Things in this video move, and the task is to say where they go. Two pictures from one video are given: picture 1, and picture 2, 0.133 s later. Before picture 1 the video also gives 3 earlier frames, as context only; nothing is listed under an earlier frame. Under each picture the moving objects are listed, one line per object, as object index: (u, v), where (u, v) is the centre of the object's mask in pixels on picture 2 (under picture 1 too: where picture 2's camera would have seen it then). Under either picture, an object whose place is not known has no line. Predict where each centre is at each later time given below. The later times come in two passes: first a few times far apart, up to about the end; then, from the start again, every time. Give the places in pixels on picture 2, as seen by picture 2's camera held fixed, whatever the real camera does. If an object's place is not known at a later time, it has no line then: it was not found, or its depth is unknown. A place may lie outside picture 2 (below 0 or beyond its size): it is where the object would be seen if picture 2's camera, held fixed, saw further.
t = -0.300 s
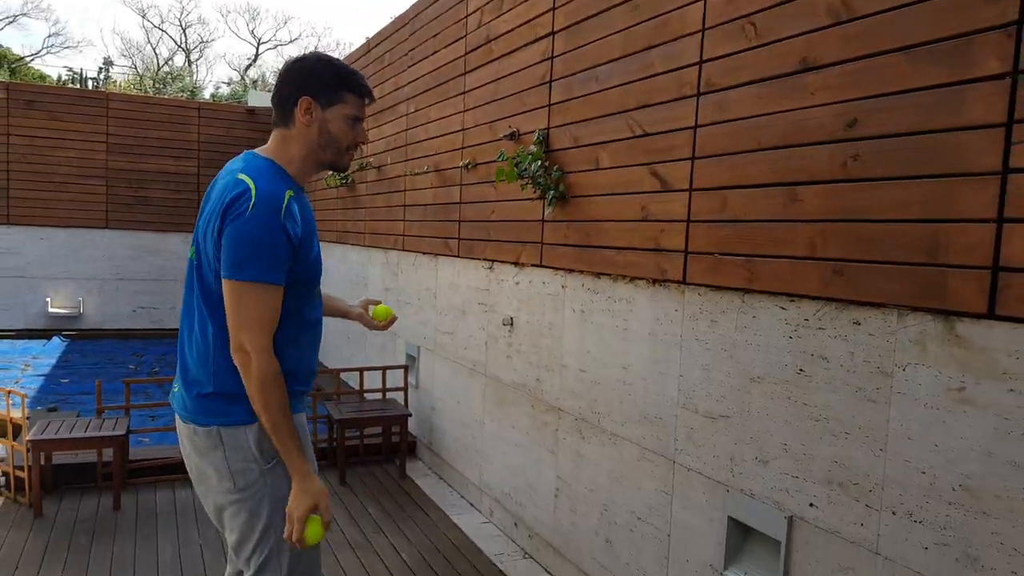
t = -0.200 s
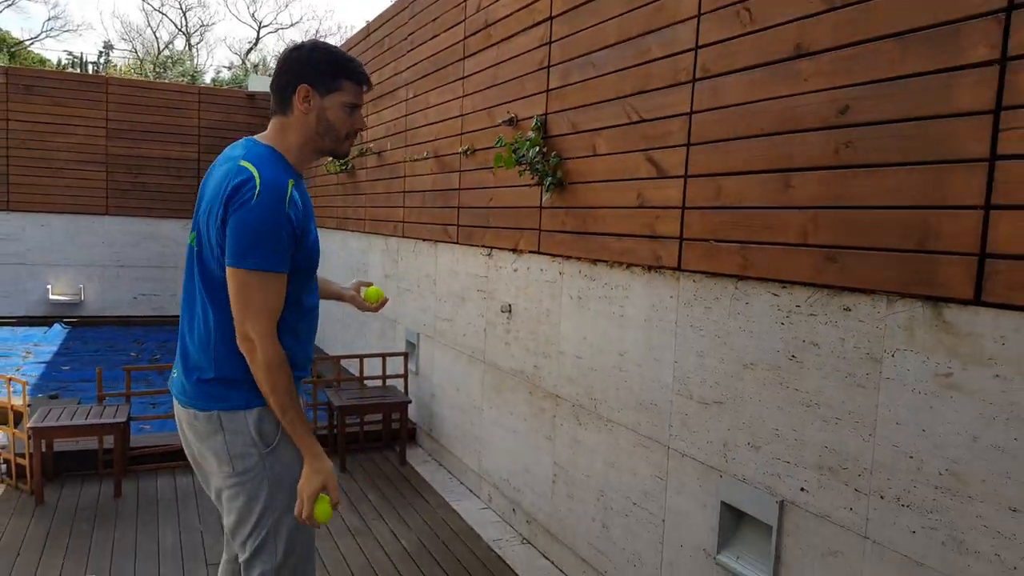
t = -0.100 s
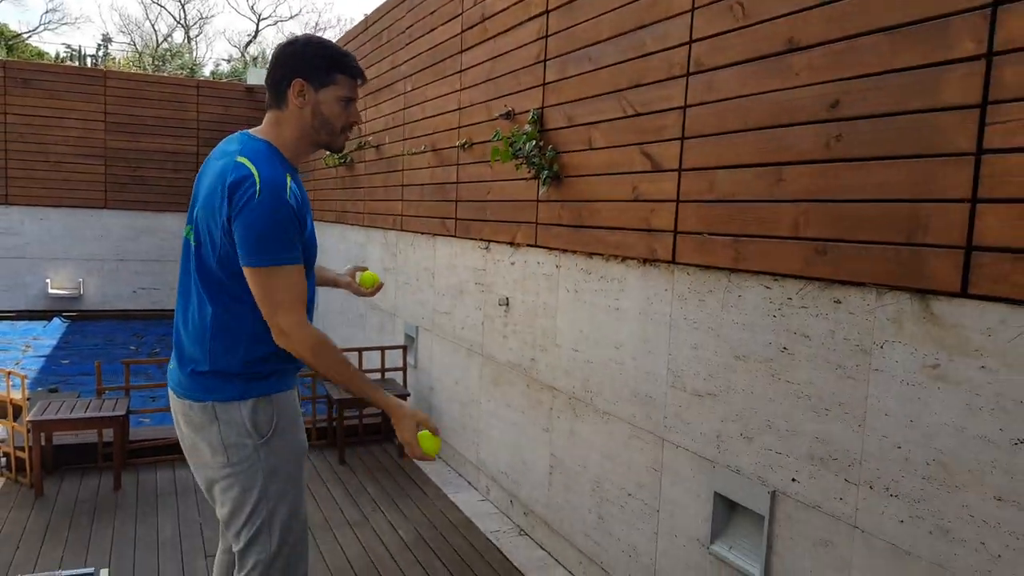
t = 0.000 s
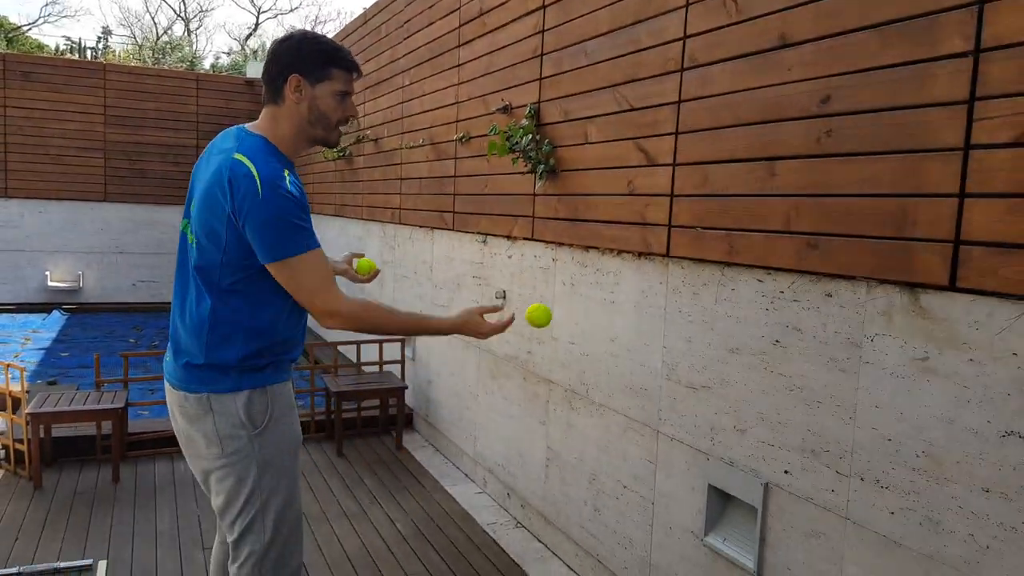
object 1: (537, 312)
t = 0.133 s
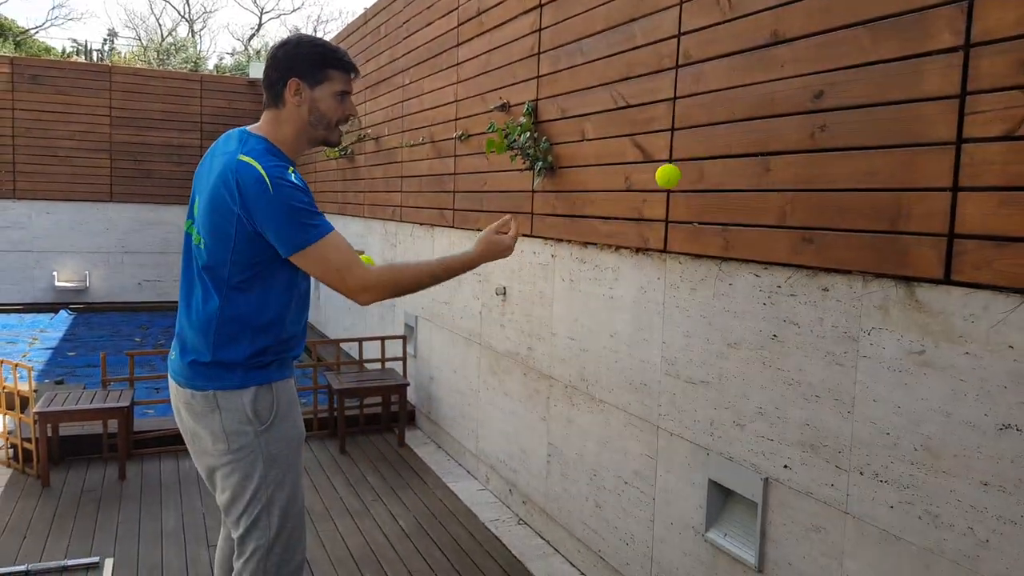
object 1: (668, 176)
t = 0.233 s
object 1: (750, 119)
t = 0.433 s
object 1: (618, 88)
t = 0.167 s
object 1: (699, 153)
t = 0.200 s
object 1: (729, 134)
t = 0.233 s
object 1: (750, 119)
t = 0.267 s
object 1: (730, 104)
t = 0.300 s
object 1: (710, 93)
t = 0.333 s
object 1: (688, 86)
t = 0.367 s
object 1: (665, 83)
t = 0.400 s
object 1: (642, 83)
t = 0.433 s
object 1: (618, 88)
